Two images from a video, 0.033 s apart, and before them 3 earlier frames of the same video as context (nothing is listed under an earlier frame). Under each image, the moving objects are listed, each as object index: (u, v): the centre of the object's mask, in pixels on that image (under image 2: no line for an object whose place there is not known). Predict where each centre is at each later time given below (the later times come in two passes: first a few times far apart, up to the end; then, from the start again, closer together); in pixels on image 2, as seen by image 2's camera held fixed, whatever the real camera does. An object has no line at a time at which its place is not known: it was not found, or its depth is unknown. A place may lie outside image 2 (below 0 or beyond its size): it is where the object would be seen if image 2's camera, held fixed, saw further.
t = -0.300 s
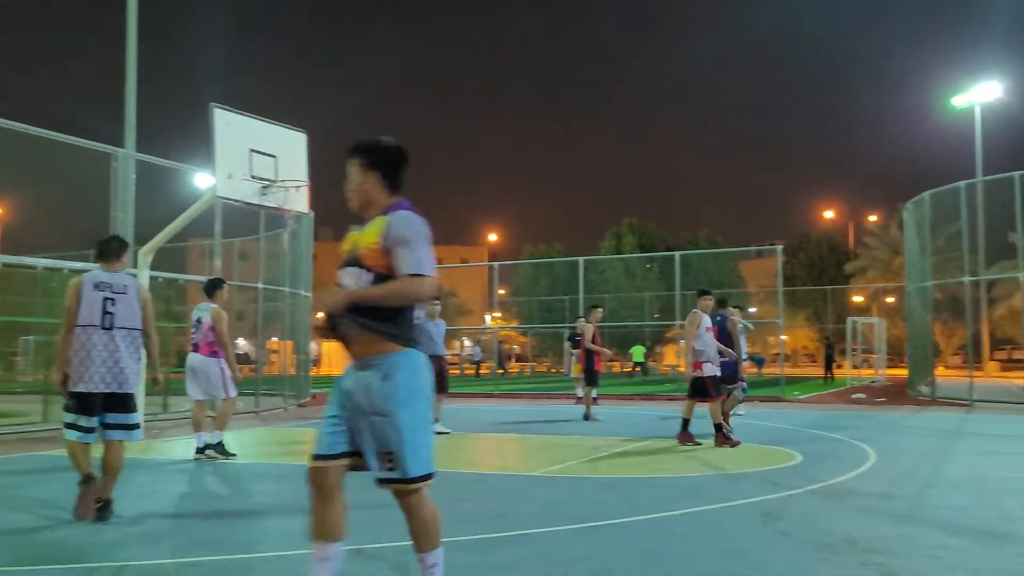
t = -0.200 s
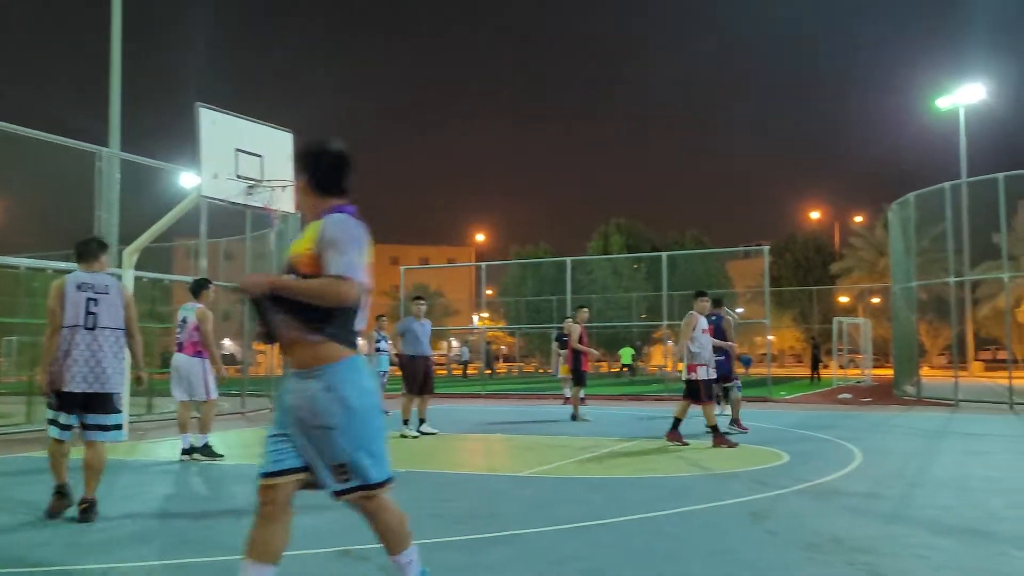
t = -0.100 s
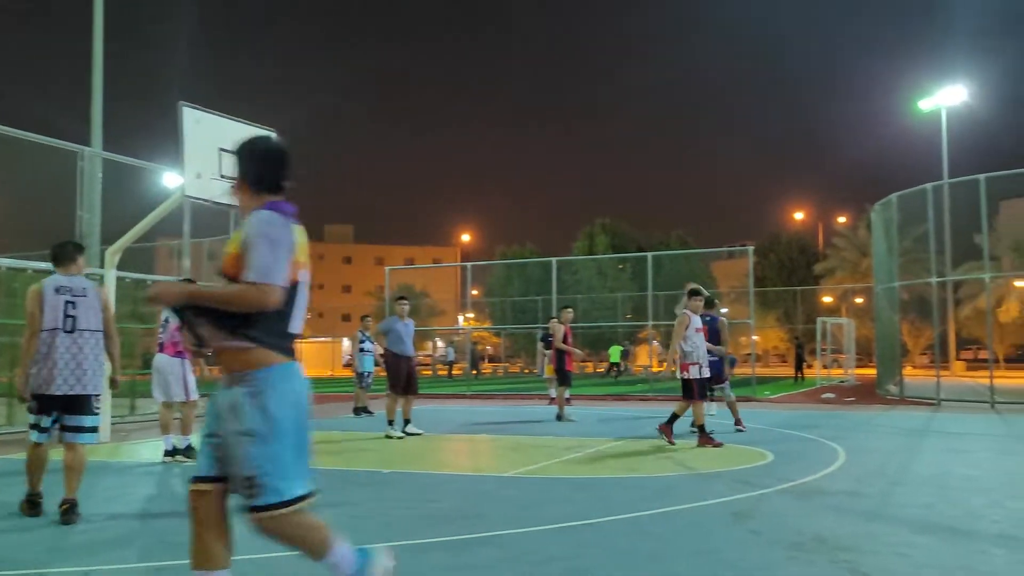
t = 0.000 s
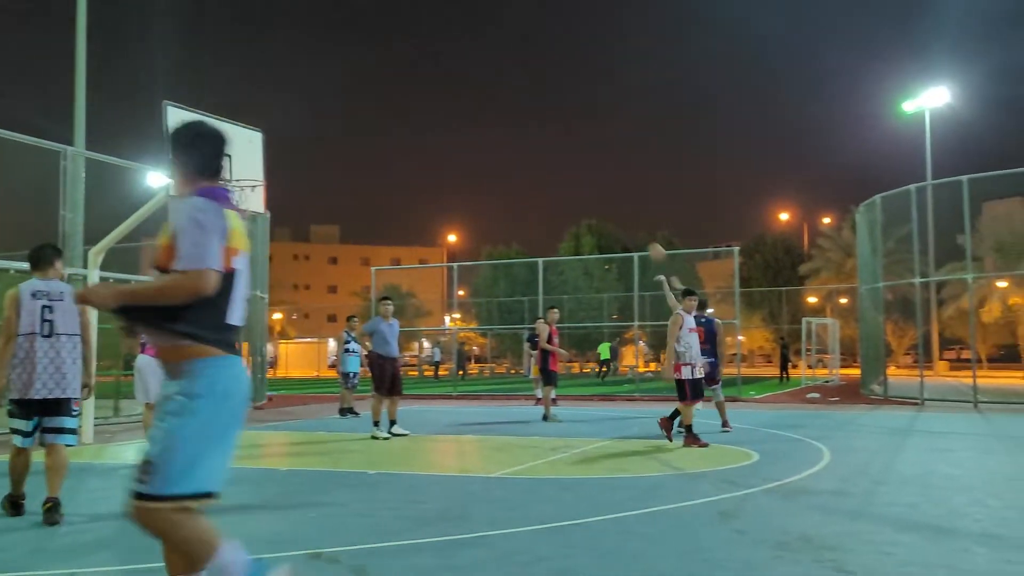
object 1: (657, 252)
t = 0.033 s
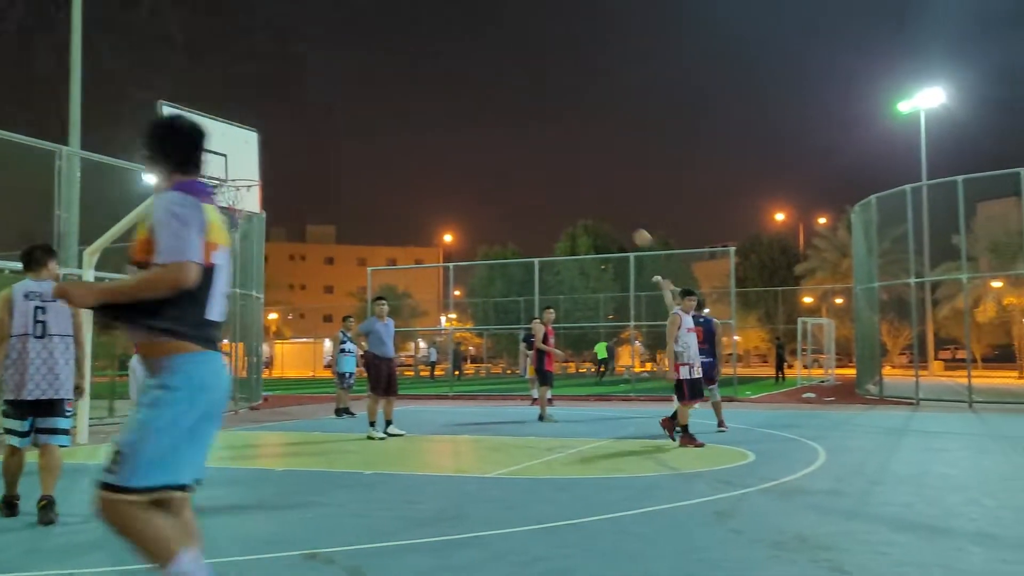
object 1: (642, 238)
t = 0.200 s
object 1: (594, 178)
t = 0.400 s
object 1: (535, 126)
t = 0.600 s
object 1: (471, 96)
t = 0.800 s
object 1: (401, 91)
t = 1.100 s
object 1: (286, 142)
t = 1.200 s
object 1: (246, 176)
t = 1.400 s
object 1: (242, 163)
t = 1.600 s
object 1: (285, 160)
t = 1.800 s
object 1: (324, 187)
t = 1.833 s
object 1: (330, 194)
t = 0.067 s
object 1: (633, 225)
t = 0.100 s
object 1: (623, 213)
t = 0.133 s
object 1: (614, 200)
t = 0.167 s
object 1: (604, 189)
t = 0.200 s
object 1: (594, 178)
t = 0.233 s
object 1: (584, 168)
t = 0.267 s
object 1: (575, 158)
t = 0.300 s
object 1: (565, 149)
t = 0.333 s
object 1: (555, 141)
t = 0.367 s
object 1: (544, 133)
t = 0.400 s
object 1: (535, 126)
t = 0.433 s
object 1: (524, 119)
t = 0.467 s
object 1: (514, 113)
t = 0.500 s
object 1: (503, 108)
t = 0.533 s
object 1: (492, 103)
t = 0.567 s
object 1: (482, 99)
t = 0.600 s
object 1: (471, 96)
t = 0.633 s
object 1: (460, 93)
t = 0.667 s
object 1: (448, 91)
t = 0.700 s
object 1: (437, 90)
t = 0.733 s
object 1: (425, 89)
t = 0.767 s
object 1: (413, 90)
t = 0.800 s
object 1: (401, 91)
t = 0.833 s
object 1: (389, 93)
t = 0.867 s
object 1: (377, 96)
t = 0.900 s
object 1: (364, 100)
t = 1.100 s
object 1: (286, 142)
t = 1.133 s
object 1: (273, 153)
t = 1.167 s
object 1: (261, 164)
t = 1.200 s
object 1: (246, 176)
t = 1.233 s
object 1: (235, 178)
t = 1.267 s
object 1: (229, 178)
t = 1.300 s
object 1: (228, 174)
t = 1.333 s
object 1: (227, 171)
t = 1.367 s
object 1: (235, 166)
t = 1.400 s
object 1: (242, 163)
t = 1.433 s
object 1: (250, 160)
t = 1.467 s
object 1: (258, 158)
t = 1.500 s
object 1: (265, 158)
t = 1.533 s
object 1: (271, 158)
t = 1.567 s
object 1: (278, 158)
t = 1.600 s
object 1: (285, 160)
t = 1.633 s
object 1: (291, 163)
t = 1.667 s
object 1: (298, 166)
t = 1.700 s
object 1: (305, 170)
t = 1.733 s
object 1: (311, 175)
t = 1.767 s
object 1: (318, 181)
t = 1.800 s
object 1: (324, 187)
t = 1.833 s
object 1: (330, 194)
